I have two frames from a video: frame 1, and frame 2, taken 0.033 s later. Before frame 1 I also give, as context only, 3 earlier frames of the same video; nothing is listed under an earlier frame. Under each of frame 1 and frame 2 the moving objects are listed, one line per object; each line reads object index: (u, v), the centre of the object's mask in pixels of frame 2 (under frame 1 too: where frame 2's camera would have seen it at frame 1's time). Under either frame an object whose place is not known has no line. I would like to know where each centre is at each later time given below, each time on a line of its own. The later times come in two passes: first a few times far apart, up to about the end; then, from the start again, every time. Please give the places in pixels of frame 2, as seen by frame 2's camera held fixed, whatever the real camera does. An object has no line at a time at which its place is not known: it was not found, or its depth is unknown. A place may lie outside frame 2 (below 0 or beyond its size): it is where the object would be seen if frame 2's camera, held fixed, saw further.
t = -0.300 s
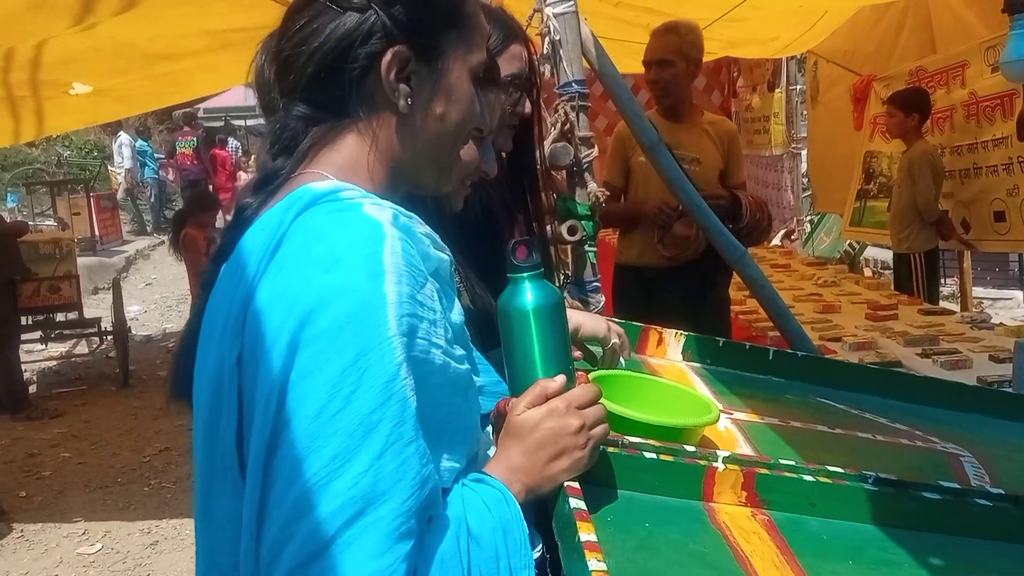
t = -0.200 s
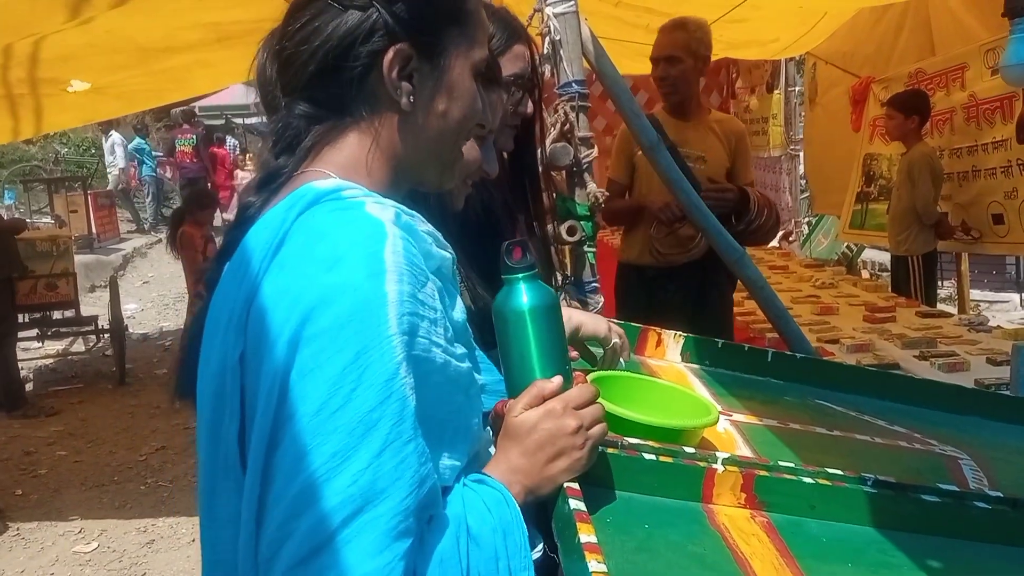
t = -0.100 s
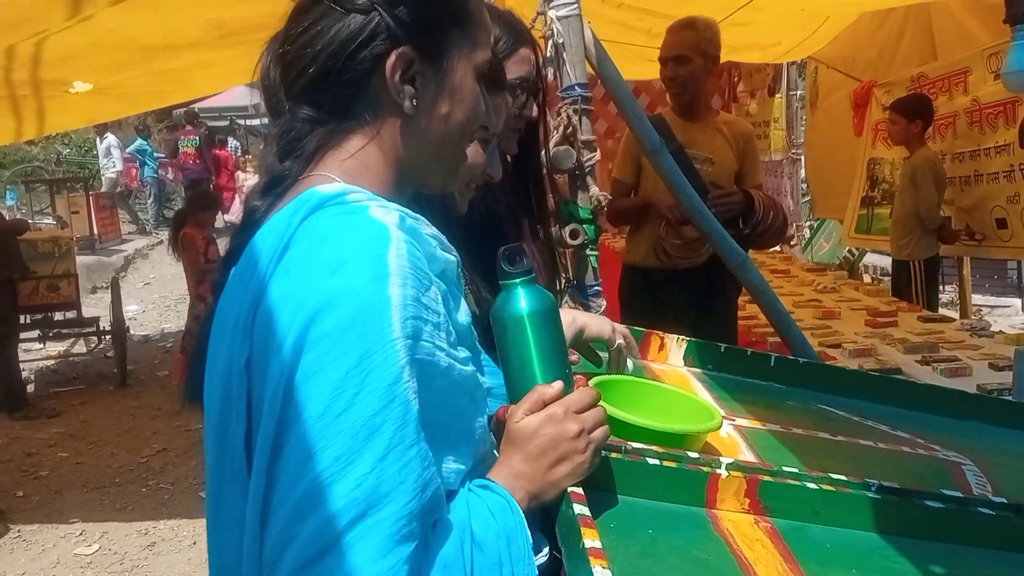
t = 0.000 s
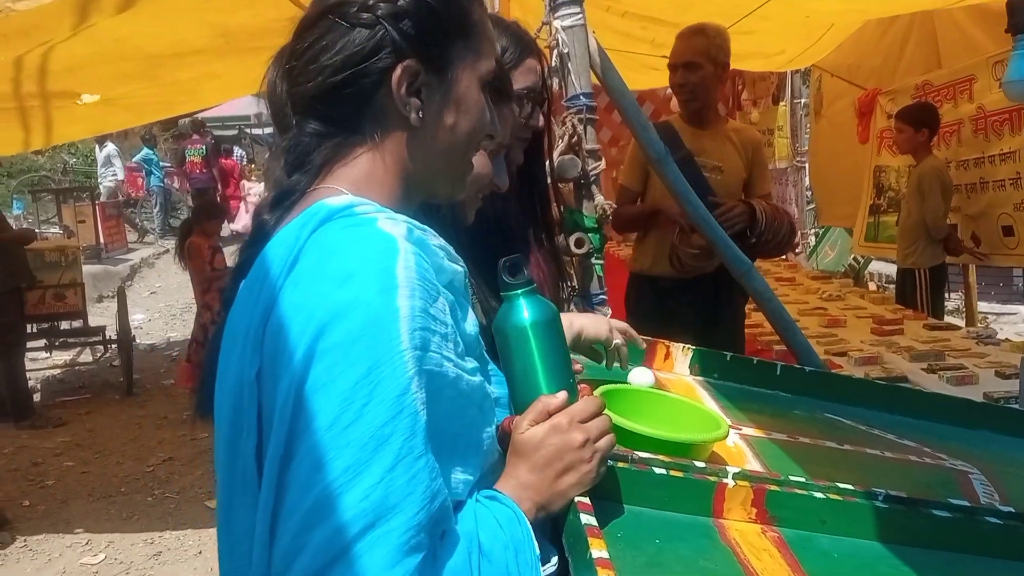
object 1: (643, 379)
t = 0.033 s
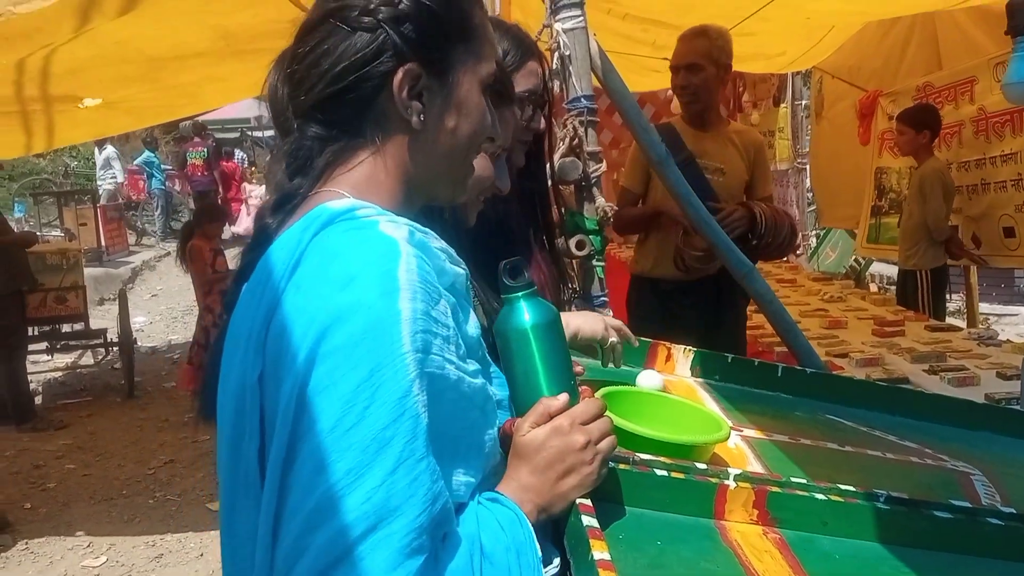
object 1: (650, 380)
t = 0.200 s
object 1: (700, 391)
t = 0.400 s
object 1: (796, 412)
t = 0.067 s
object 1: (658, 381)
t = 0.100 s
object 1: (667, 383)
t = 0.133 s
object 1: (677, 385)
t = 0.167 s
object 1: (688, 388)
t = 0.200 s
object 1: (700, 391)
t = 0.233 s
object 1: (713, 394)
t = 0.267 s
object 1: (728, 397)
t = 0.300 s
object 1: (743, 401)
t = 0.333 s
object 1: (760, 404)
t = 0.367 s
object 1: (777, 408)
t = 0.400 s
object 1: (796, 412)
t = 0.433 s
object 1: (817, 417)
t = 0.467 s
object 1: (838, 421)
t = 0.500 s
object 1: (861, 426)
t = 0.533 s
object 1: (884, 431)
